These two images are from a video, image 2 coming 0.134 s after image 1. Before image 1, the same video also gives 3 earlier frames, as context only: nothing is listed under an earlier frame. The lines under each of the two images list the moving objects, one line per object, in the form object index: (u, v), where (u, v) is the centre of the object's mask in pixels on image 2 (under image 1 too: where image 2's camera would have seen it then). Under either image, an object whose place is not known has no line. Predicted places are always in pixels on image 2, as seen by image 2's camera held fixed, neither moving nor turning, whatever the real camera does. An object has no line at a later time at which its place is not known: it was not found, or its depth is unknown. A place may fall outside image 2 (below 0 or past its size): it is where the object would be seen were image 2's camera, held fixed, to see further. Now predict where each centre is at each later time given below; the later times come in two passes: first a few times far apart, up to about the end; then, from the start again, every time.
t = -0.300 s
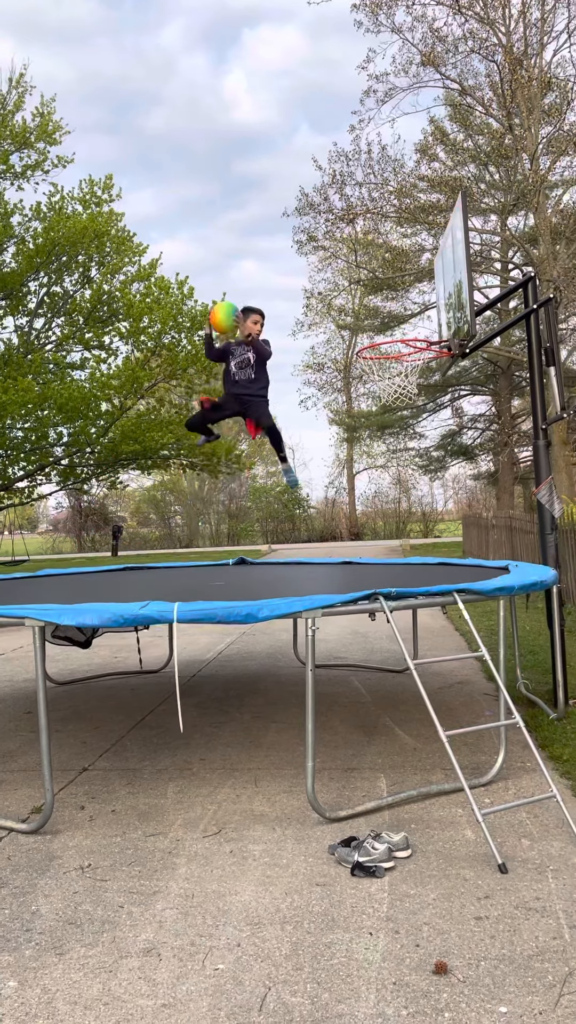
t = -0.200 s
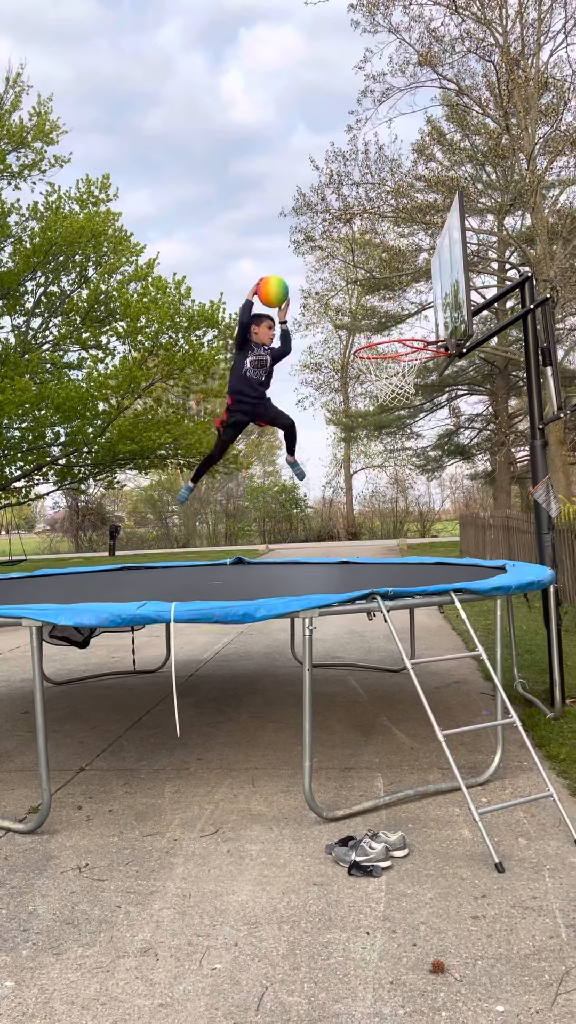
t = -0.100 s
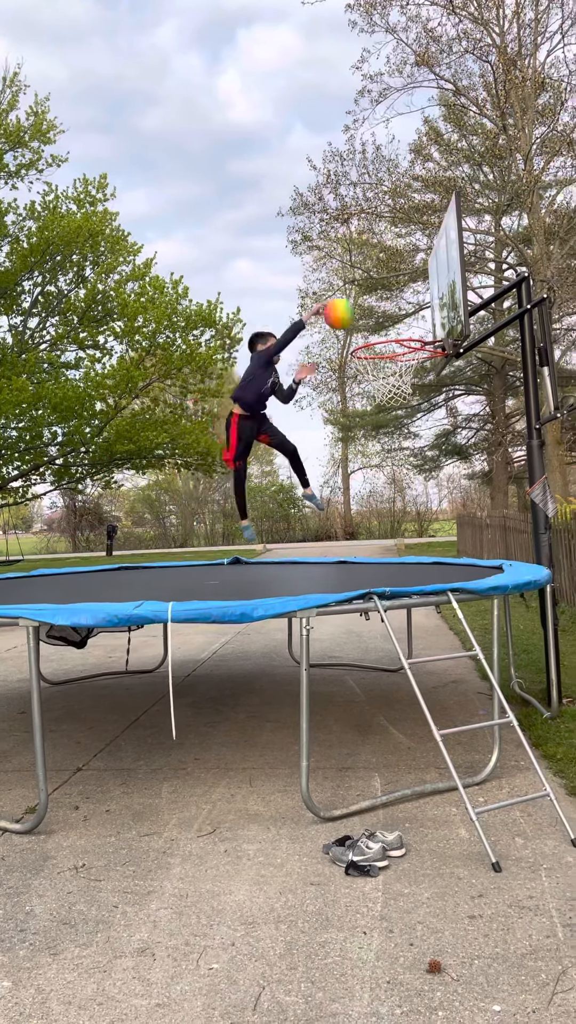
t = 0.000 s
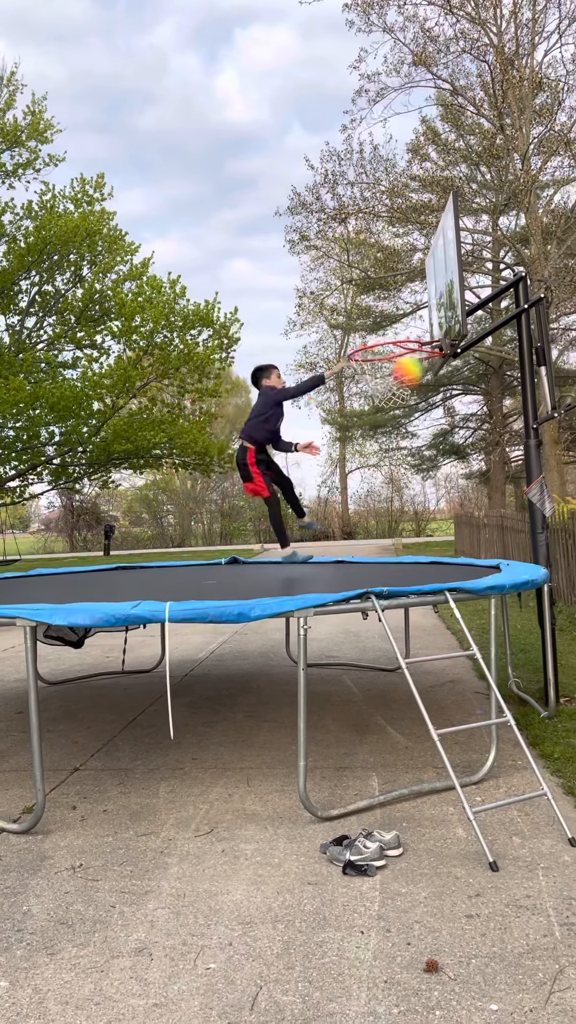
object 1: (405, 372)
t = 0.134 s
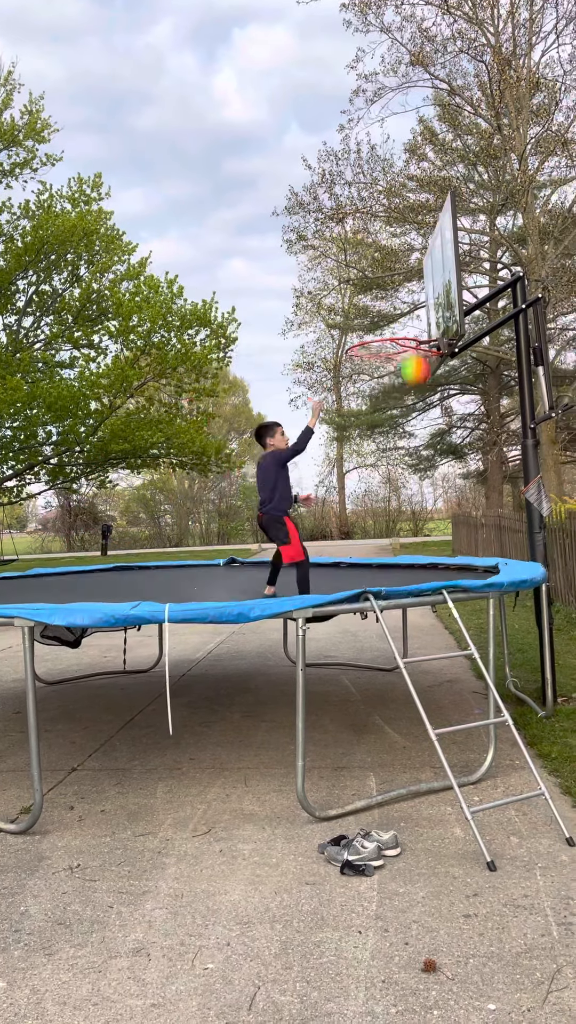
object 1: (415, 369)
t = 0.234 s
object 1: (409, 388)
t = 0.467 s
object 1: (402, 488)
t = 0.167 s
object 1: (413, 374)
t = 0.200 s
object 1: (411, 380)
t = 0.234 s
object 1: (409, 388)
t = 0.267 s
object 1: (408, 398)
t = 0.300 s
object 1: (406, 410)
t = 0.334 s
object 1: (405, 423)
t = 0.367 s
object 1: (405, 437)
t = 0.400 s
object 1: (403, 453)
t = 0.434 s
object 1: (402, 469)
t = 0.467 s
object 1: (402, 488)
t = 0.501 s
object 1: (401, 507)
